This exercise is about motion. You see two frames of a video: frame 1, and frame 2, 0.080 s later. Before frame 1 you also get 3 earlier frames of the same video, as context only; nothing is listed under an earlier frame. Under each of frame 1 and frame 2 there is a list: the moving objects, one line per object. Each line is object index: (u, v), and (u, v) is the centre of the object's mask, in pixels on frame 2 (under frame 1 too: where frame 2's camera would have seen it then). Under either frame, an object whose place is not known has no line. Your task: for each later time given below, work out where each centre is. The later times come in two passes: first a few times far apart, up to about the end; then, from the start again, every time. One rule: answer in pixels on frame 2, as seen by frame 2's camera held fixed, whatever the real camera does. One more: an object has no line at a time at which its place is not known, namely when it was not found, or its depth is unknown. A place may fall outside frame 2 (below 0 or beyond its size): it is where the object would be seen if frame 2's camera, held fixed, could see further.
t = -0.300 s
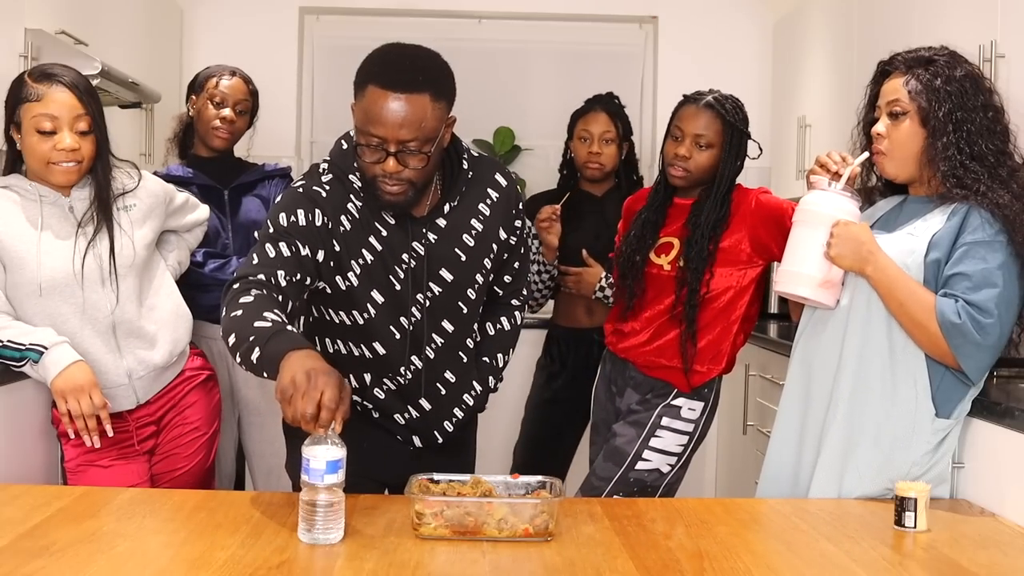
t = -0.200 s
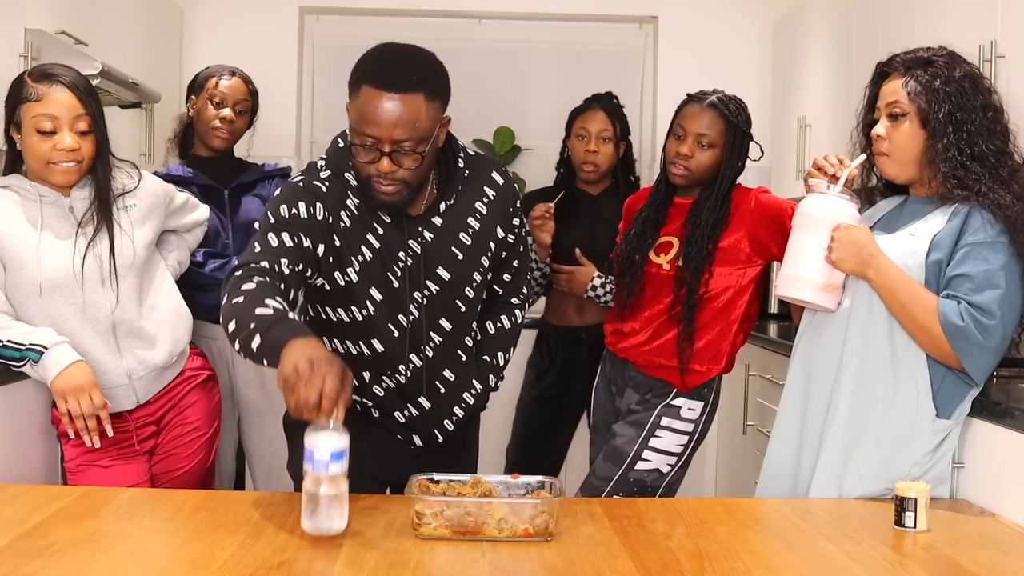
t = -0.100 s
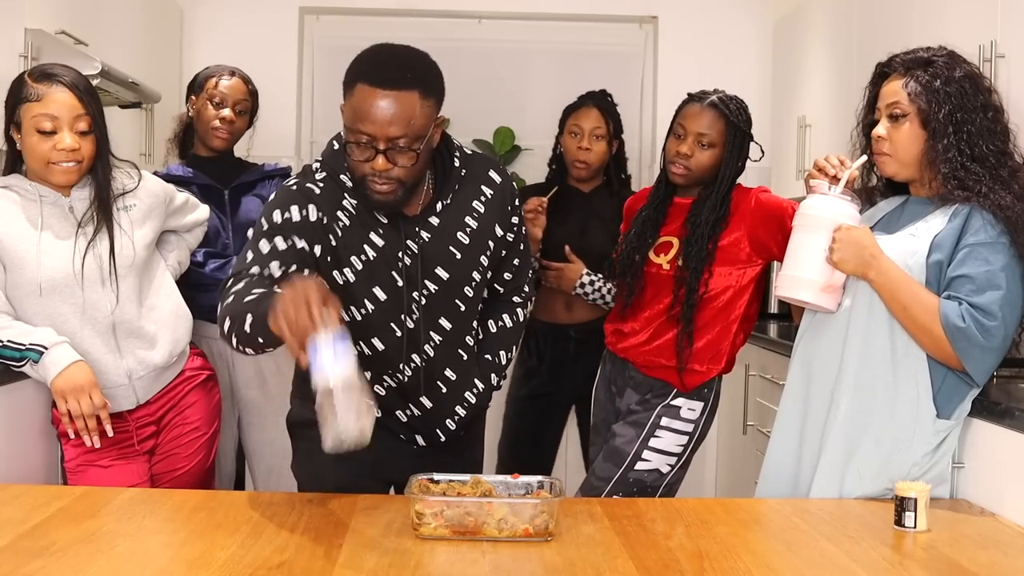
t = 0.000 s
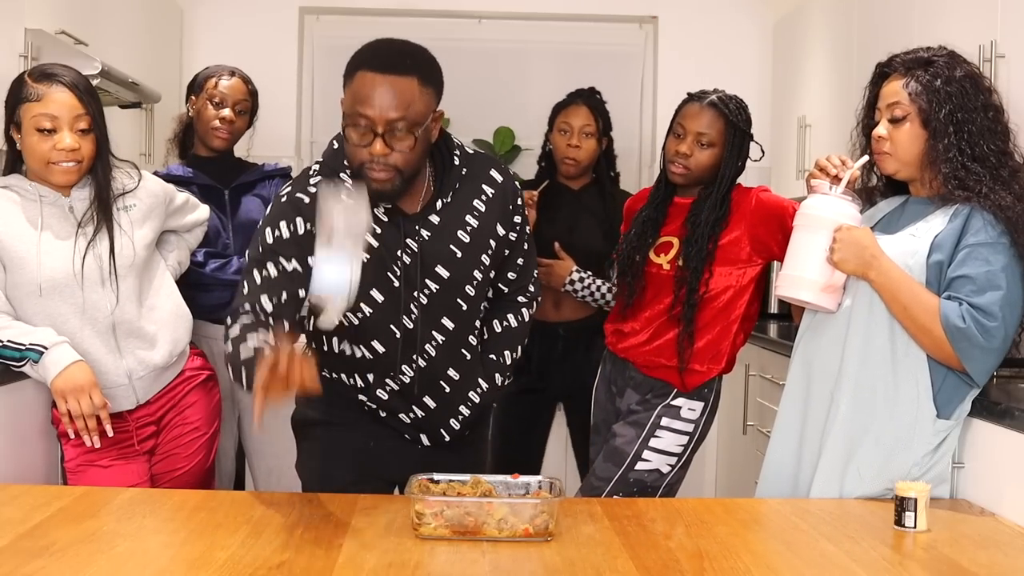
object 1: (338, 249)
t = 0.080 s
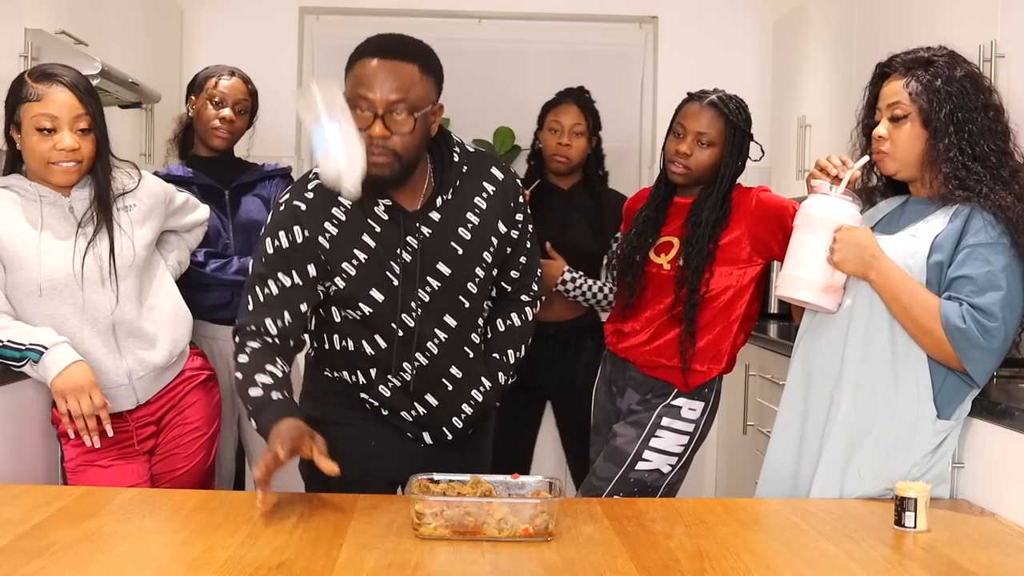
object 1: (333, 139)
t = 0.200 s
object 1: (310, 54)
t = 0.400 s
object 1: (270, 156)
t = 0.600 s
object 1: (226, 481)
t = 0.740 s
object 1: (208, 500)
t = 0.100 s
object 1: (330, 117)
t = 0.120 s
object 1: (326, 97)
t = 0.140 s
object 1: (322, 82)
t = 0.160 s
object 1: (318, 70)
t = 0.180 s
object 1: (314, 60)
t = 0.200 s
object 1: (310, 54)
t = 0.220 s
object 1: (306, 51)
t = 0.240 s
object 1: (302, 50)
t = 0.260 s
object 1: (298, 53)
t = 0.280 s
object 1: (296, 58)
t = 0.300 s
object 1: (291, 66)
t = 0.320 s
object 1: (286, 81)
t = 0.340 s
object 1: (283, 97)
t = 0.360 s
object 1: (277, 114)
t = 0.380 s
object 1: (273, 134)
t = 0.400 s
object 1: (270, 156)
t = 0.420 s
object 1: (265, 181)
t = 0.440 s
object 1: (261, 208)
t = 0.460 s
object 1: (257, 241)
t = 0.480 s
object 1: (253, 273)
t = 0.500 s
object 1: (248, 311)
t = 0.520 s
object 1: (244, 351)
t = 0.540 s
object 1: (240, 393)
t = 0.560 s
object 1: (237, 438)
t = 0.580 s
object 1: (232, 472)
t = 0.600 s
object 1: (226, 481)
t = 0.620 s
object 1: (225, 492)
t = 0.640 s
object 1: (223, 501)
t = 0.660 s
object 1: (219, 500)
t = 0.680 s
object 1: (216, 498)
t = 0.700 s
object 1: (213, 498)
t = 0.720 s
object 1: (211, 499)
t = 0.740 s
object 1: (208, 500)
